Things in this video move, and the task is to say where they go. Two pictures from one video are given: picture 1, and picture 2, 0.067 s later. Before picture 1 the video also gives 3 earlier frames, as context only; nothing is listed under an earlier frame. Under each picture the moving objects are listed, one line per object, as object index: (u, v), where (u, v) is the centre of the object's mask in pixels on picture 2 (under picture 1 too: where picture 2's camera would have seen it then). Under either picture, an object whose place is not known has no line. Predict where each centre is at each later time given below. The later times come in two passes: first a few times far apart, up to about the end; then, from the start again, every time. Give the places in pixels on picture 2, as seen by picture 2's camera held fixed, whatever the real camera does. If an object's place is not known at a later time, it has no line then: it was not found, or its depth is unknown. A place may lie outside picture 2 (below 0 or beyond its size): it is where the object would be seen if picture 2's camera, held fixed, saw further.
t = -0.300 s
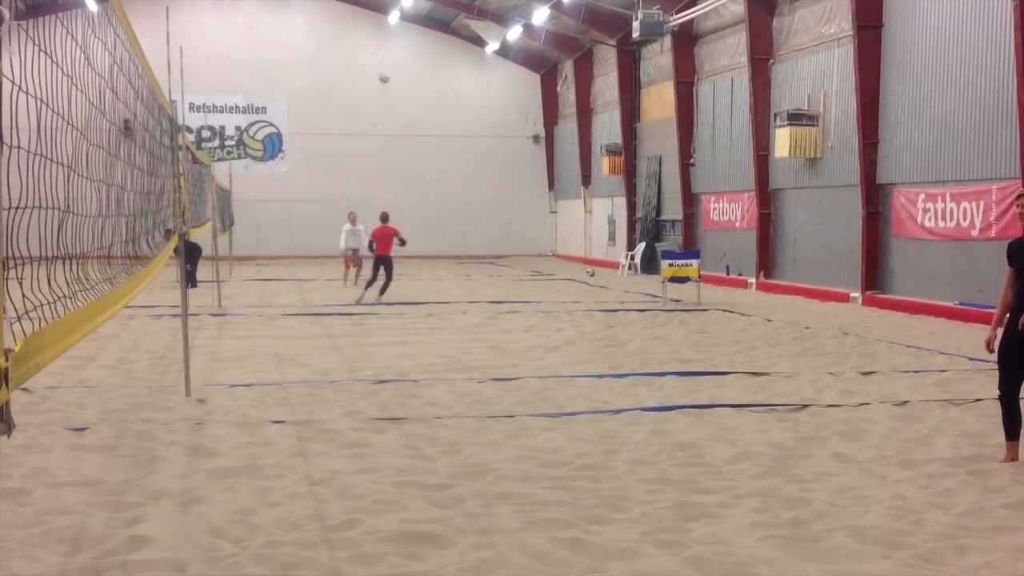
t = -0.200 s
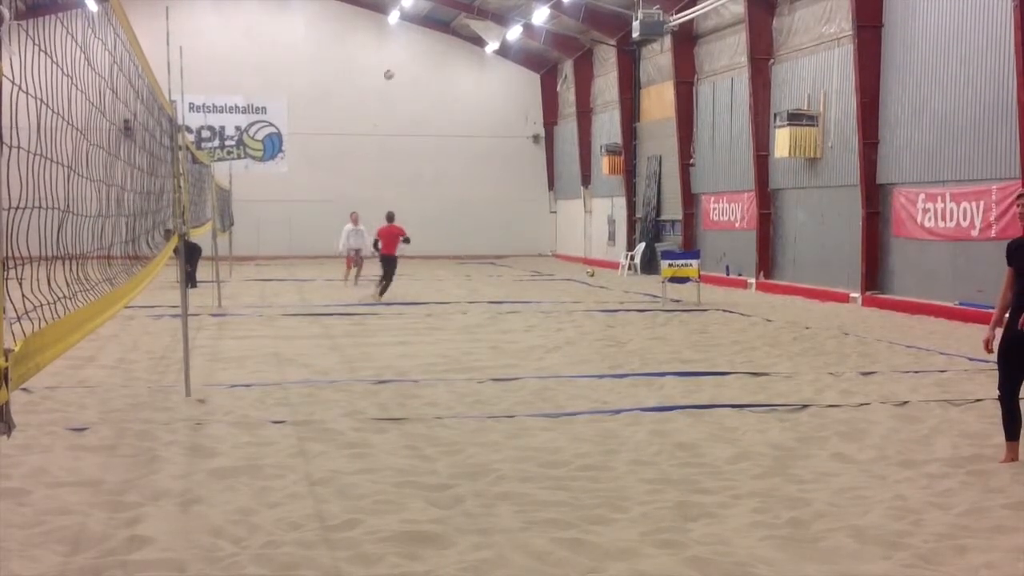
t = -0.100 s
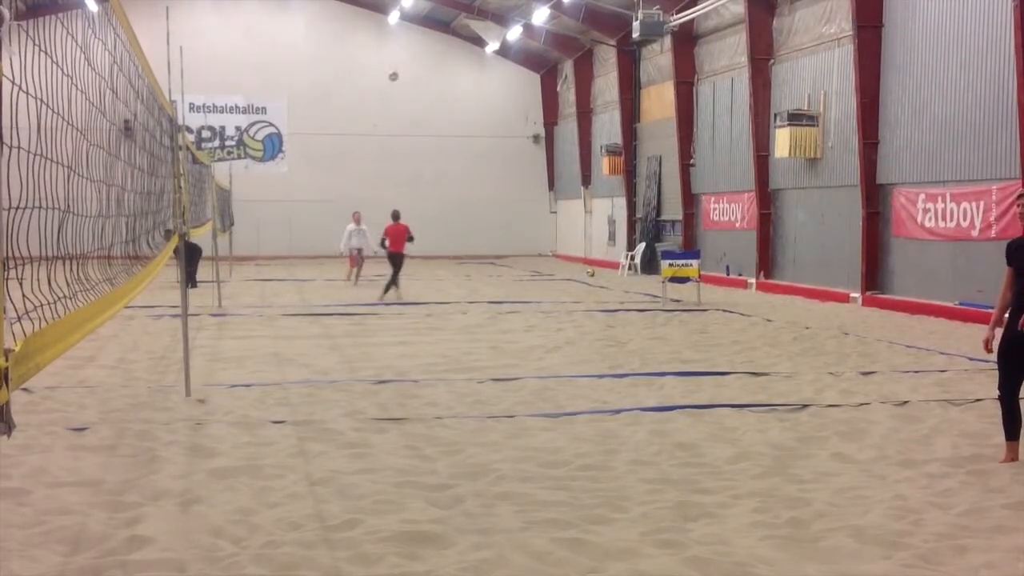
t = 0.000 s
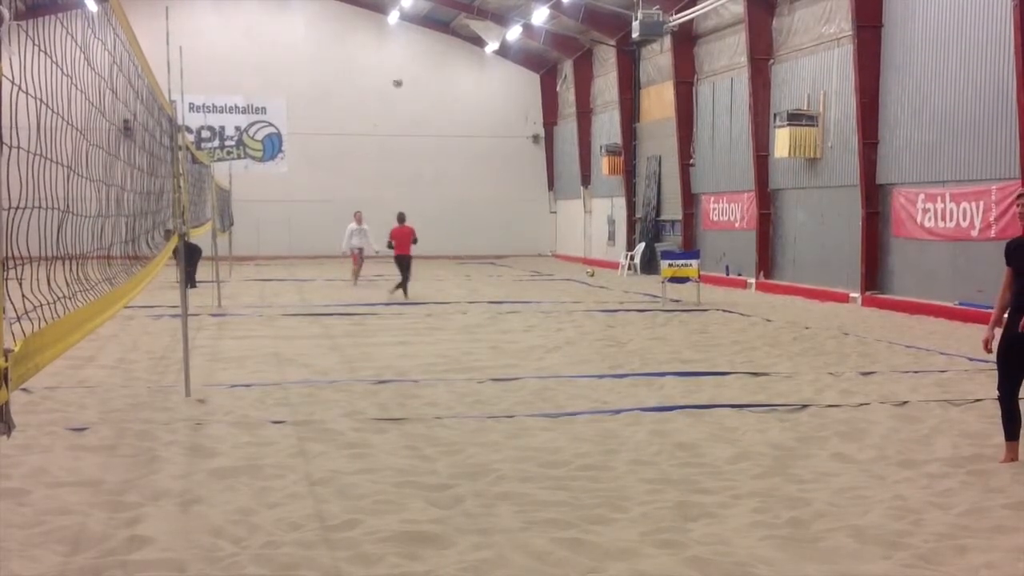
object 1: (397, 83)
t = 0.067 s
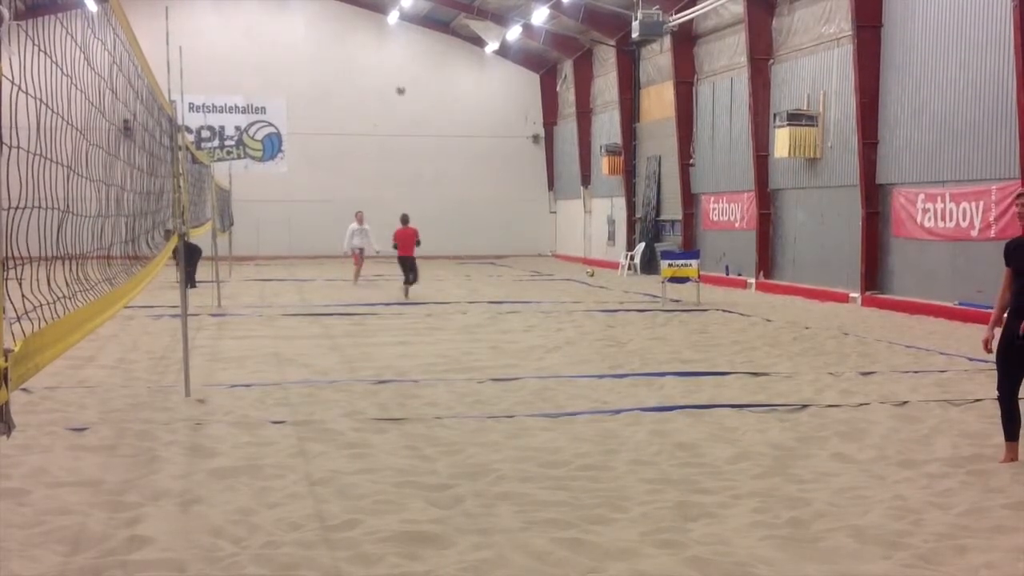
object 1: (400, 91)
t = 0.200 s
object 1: (406, 111)
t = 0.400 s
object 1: (415, 159)
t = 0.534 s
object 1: (419, 199)
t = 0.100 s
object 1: (401, 95)
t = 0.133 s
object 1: (403, 99)
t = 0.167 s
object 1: (404, 104)
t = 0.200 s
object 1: (406, 111)
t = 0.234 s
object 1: (407, 117)
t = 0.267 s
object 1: (409, 123)
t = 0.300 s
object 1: (411, 132)
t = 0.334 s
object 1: (412, 140)
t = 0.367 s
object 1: (414, 148)
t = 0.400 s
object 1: (415, 159)
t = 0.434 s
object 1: (416, 168)
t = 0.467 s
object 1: (416, 176)
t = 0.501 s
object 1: (418, 187)
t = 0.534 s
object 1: (419, 199)
